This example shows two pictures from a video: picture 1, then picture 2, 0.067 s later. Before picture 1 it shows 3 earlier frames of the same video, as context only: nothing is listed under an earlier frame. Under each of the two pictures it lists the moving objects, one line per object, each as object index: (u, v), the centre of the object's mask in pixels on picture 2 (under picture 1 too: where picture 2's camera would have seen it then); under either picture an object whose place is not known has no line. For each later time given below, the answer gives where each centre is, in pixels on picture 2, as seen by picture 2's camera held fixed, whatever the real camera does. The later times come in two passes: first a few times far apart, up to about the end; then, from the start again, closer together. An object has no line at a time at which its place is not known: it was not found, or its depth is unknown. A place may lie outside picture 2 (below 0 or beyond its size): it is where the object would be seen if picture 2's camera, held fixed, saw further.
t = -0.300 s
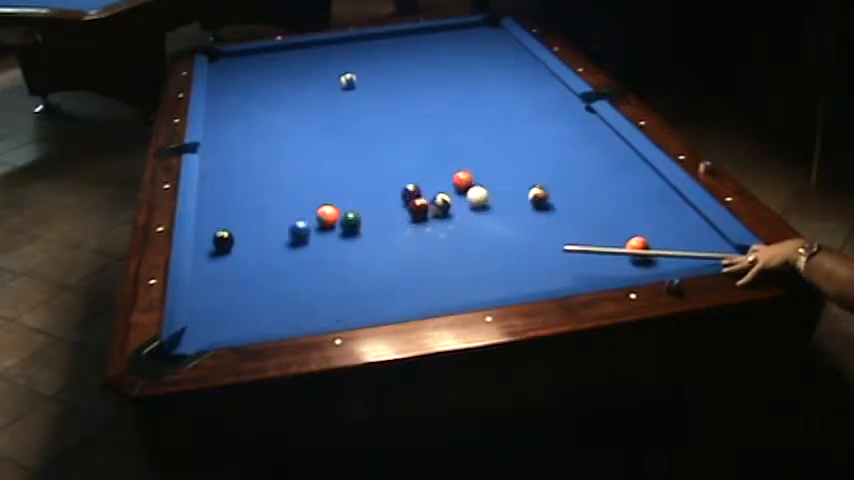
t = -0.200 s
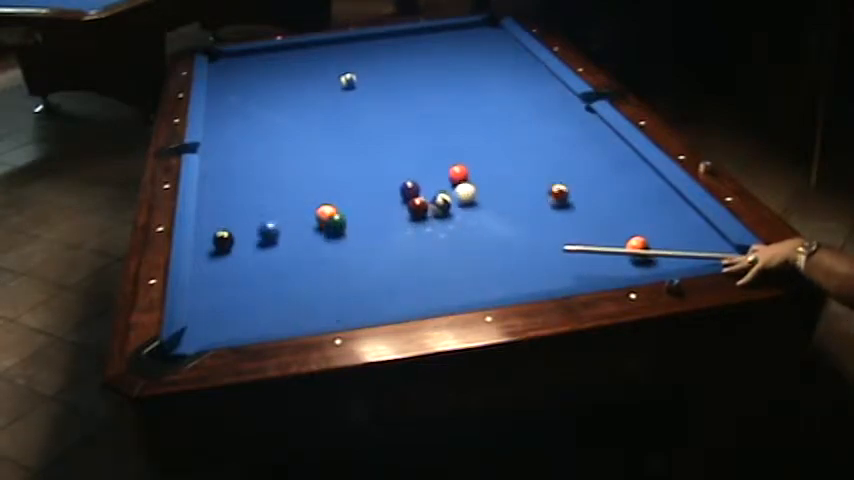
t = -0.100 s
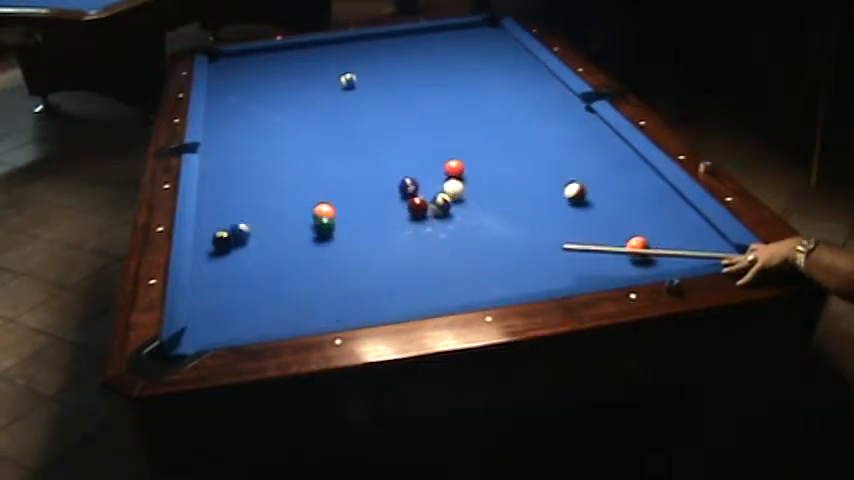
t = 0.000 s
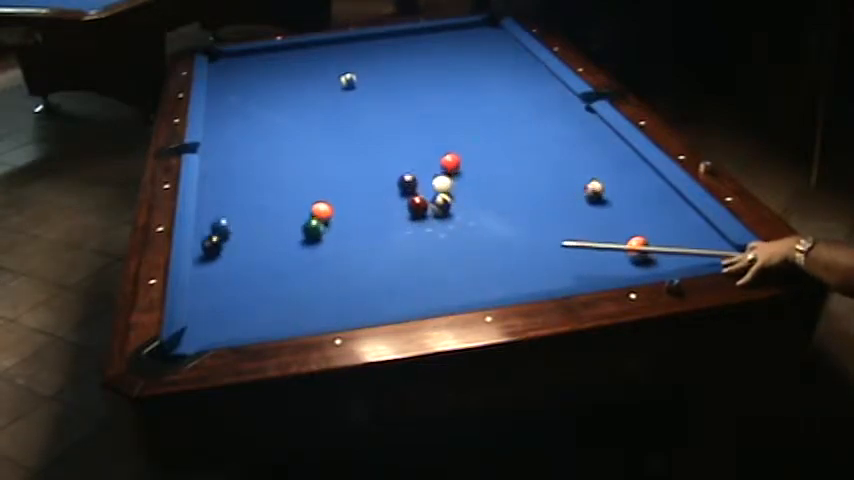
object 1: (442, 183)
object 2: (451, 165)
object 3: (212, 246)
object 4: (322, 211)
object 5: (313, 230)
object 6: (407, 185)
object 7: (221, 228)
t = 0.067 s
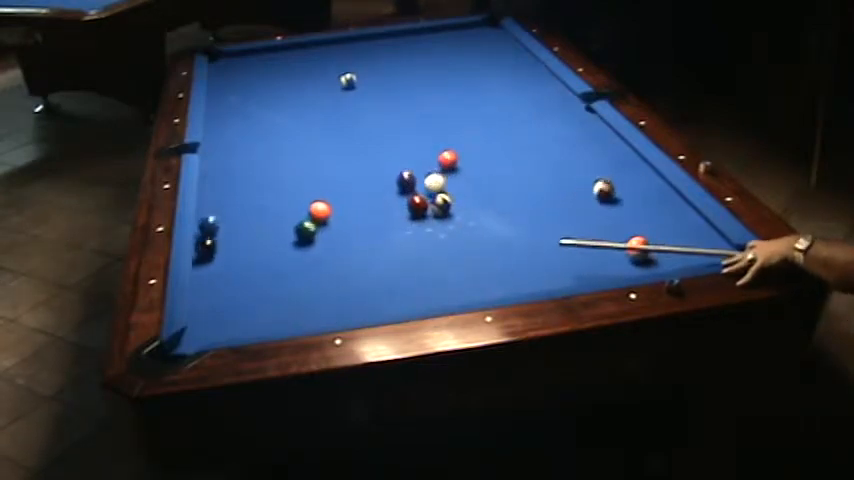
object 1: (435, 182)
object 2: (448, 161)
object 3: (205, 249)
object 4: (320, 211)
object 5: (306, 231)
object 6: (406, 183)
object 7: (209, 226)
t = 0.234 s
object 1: (420, 178)
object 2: (442, 153)
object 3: (209, 252)
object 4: (316, 210)
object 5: (287, 235)
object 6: (400, 177)
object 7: (217, 219)
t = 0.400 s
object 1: (413, 174)
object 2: (436, 145)
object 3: (216, 253)
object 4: (312, 208)
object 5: (270, 239)
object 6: (390, 171)
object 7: (233, 210)
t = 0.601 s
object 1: (406, 170)
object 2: (430, 136)
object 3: (224, 254)
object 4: (309, 206)
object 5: (250, 244)
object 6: (379, 166)
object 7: (249, 200)
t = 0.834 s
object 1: (398, 165)
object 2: (424, 127)
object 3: (226, 259)
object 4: (307, 204)
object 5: (235, 242)
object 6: (366, 160)
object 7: (267, 190)
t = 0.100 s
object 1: (431, 181)
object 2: (447, 159)
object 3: (203, 251)
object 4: (319, 211)
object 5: (302, 232)
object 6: (406, 182)
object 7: (204, 227)
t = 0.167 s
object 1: (424, 180)
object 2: (445, 156)
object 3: (206, 250)
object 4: (317, 210)
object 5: (294, 233)
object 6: (404, 179)
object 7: (211, 223)
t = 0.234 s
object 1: (420, 178)
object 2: (442, 153)
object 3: (209, 252)
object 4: (316, 210)
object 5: (287, 235)
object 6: (400, 177)
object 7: (217, 219)
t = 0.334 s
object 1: (416, 176)
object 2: (439, 148)
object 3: (213, 252)
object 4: (314, 209)
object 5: (276, 238)
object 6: (394, 174)
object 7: (227, 213)
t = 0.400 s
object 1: (413, 174)
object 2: (436, 145)
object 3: (216, 253)
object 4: (312, 208)
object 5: (270, 239)
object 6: (390, 171)
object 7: (233, 210)
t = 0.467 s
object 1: (411, 173)
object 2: (434, 142)
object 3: (219, 253)
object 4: (311, 207)
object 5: (263, 242)
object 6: (386, 170)
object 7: (238, 206)
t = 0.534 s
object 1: (408, 171)
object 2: (432, 139)
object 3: (222, 254)
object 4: (310, 207)
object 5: (256, 243)
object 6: (382, 168)
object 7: (244, 202)
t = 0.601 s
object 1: (406, 170)
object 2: (430, 136)
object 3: (224, 254)
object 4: (309, 206)
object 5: (250, 244)
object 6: (379, 166)
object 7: (249, 200)
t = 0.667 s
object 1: (404, 169)
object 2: (428, 134)
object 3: (226, 255)
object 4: (308, 205)
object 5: (244, 245)
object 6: (375, 164)
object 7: (254, 197)
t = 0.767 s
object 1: (400, 167)
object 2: (426, 129)
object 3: (226, 256)
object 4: (308, 205)
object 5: (239, 244)
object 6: (369, 162)
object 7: (262, 193)
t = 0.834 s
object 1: (398, 165)
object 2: (424, 127)
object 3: (226, 259)
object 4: (307, 204)
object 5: (235, 242)
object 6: (366, 160)
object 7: (267, 190)
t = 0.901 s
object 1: (396, 164)
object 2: (422, 124)
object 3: (225, 262)
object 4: (306, 204)
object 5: (232, 243)
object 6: (362, 158)
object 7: (272, 187)
